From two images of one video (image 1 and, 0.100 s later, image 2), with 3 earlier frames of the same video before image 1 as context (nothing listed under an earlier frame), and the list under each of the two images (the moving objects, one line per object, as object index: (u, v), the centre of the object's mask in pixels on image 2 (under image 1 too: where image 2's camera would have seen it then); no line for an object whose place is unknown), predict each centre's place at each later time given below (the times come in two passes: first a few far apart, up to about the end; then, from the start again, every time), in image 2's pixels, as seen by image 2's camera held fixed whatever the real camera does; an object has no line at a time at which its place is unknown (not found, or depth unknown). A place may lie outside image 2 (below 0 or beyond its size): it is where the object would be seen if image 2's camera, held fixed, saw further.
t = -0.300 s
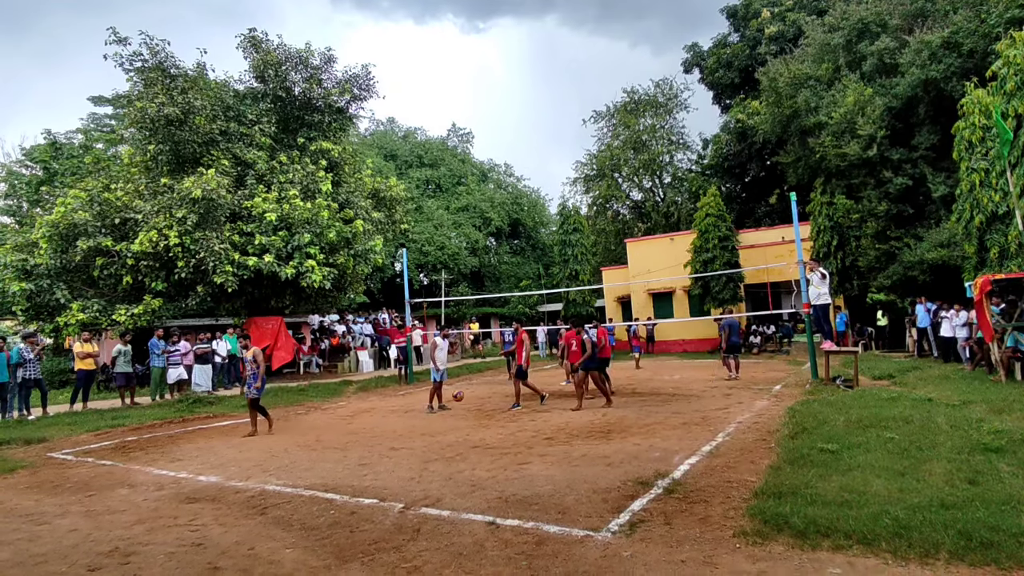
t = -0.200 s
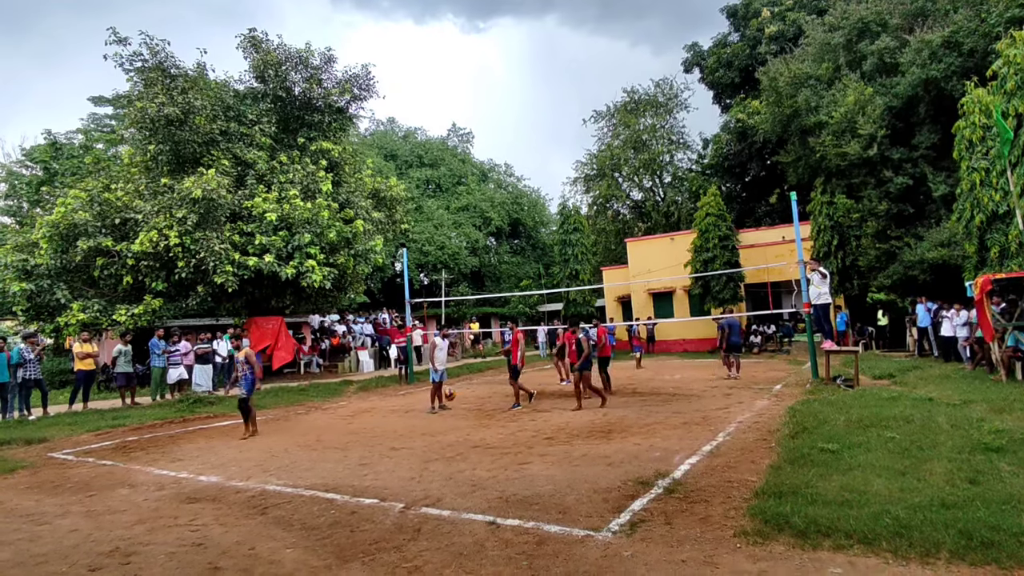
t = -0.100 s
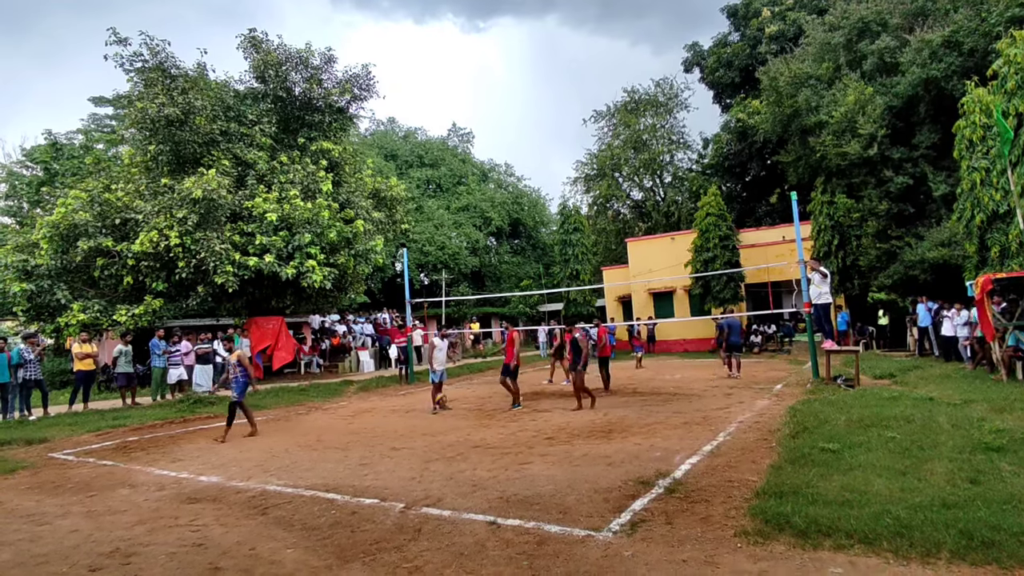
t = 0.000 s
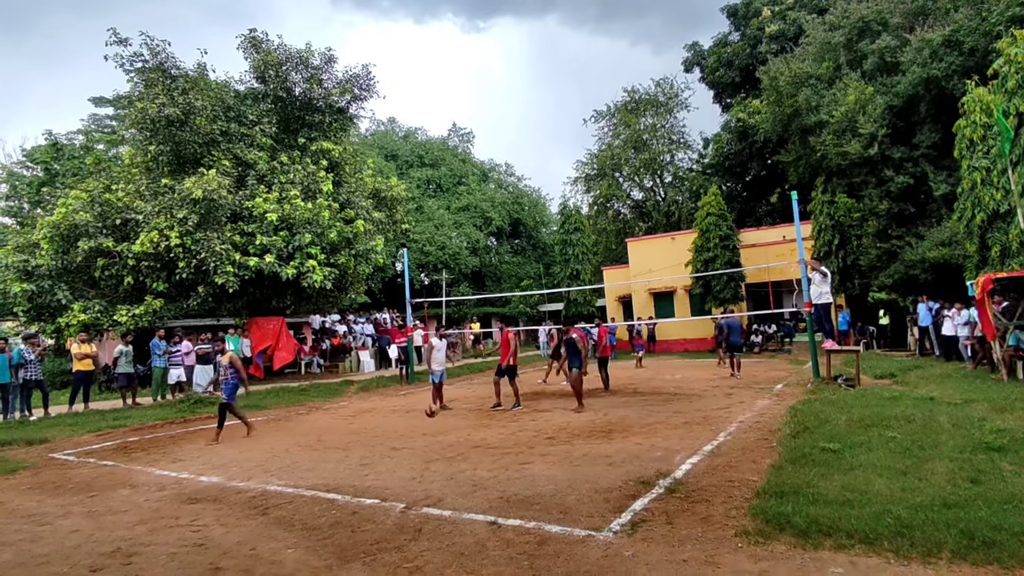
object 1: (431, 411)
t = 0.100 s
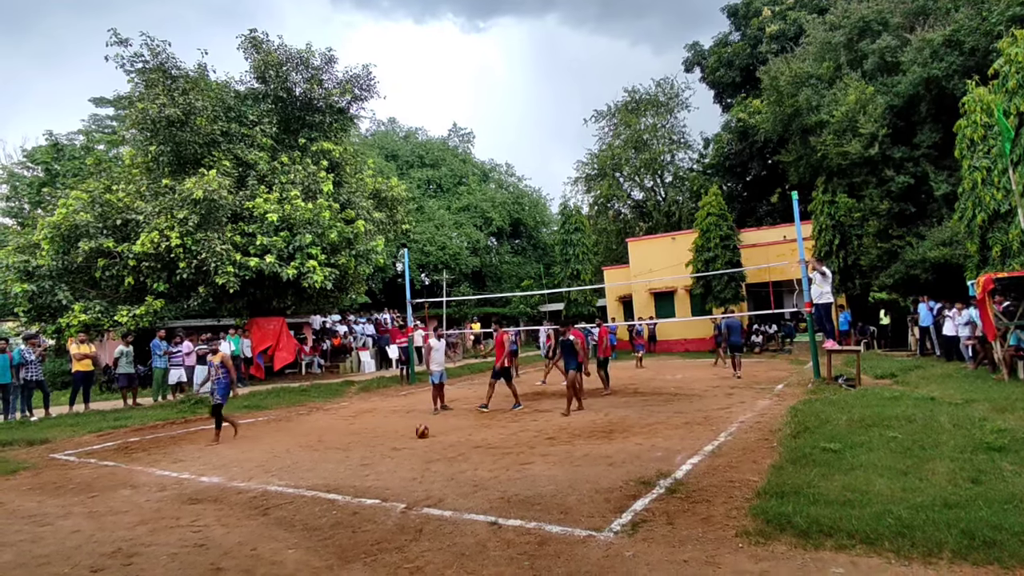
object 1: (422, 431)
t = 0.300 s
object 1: (396, 420)
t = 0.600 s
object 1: (354, 454)
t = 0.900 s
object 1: (301, 464)
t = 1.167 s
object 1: (240, 488)
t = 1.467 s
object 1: (154, 515)
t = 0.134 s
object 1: (418, 429)
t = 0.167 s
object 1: (414, 425)
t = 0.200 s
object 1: (409, 422)
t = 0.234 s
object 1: (405, 421)
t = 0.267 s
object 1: (401, 420)
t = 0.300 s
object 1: (396, 420)
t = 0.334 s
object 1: (392, 421)
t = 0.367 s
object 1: (387, 421)
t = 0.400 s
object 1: (383, 423)
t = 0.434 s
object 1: (378, 426)
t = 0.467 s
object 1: (373, 429)
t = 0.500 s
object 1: (369, 434)
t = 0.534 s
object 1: (364, 441)
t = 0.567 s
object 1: (359, 447)
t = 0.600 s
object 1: (354, 454)
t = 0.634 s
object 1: (348, 451)
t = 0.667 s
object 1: (343, 450)
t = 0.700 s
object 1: (337, 450)
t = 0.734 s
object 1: (332, 450)
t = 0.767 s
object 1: (325, 450)
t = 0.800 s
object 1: (320, 452)
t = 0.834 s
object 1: (313, 454)
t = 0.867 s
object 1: (307, 459)
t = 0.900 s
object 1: (301, 464)
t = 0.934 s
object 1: (294, 471)
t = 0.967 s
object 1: (288, 477)
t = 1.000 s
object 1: (280, 476)
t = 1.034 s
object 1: (272, 475)
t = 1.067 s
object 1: (264, 477)
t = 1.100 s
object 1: (257, 480)
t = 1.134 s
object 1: (249, 484)
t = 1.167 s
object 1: (240, 488)
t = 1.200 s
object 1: (232, 495)
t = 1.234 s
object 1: (222, 503)
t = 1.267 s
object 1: (214, 507)
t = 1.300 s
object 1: (204, 504)
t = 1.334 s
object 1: (195, 504)
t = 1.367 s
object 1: (185, 504)
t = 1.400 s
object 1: (176, 507)
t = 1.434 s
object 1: (165, 509)
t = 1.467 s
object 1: (154, 515)
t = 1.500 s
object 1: (143, 522)
